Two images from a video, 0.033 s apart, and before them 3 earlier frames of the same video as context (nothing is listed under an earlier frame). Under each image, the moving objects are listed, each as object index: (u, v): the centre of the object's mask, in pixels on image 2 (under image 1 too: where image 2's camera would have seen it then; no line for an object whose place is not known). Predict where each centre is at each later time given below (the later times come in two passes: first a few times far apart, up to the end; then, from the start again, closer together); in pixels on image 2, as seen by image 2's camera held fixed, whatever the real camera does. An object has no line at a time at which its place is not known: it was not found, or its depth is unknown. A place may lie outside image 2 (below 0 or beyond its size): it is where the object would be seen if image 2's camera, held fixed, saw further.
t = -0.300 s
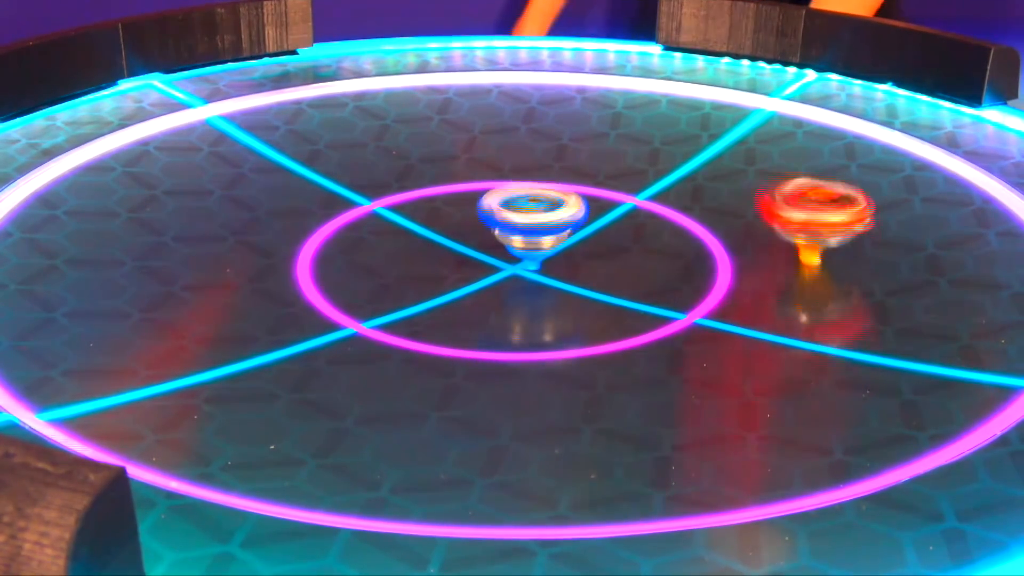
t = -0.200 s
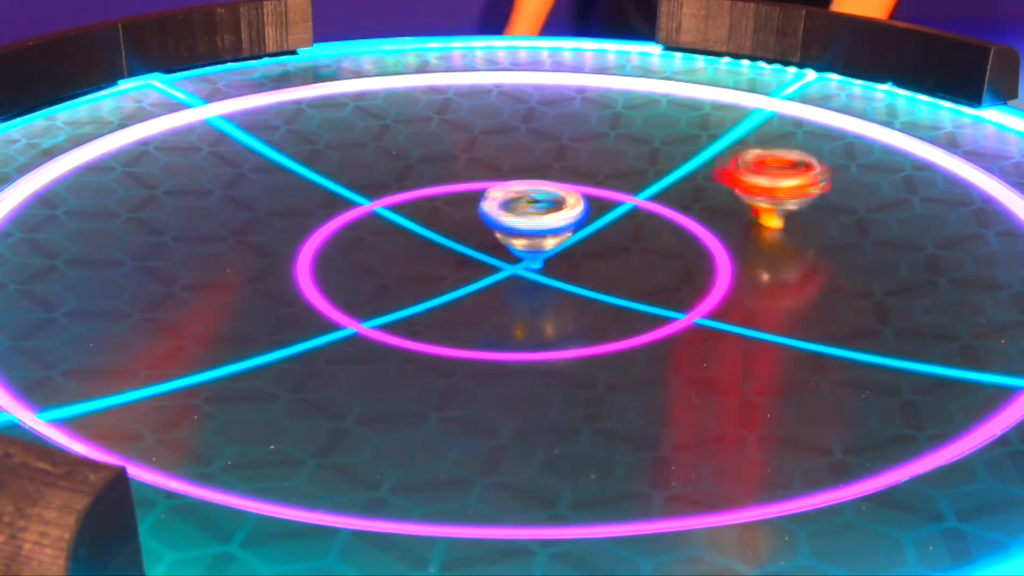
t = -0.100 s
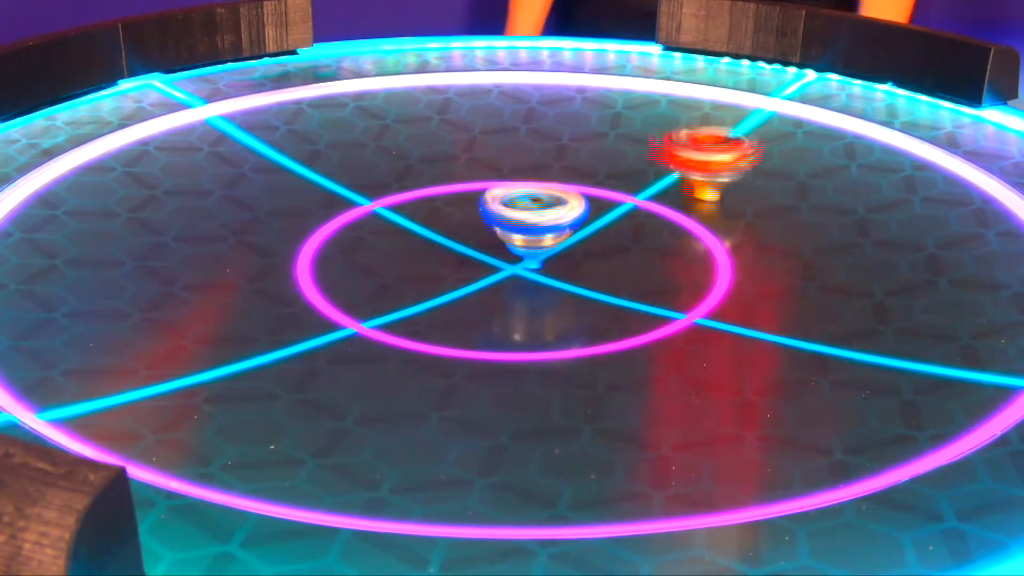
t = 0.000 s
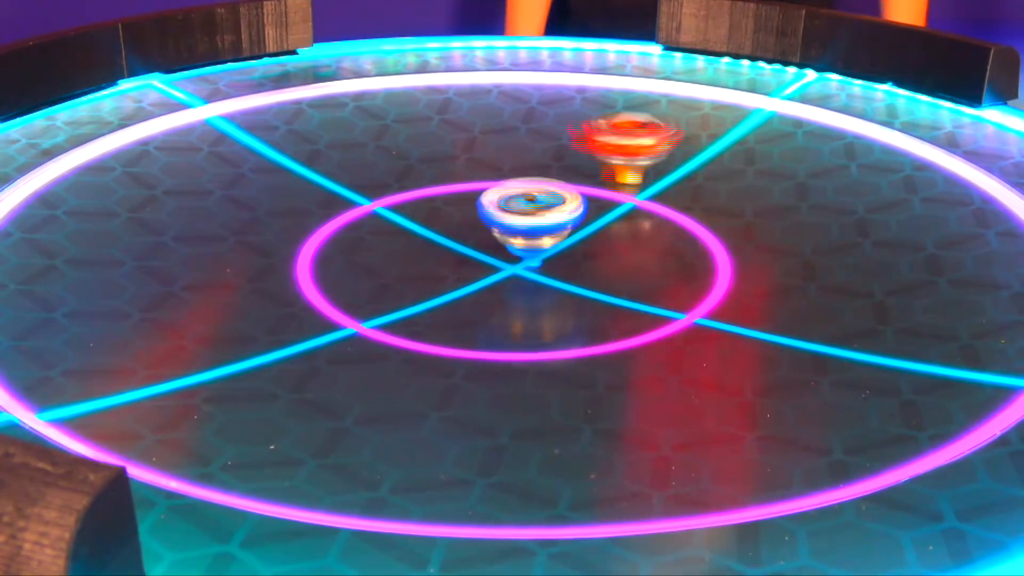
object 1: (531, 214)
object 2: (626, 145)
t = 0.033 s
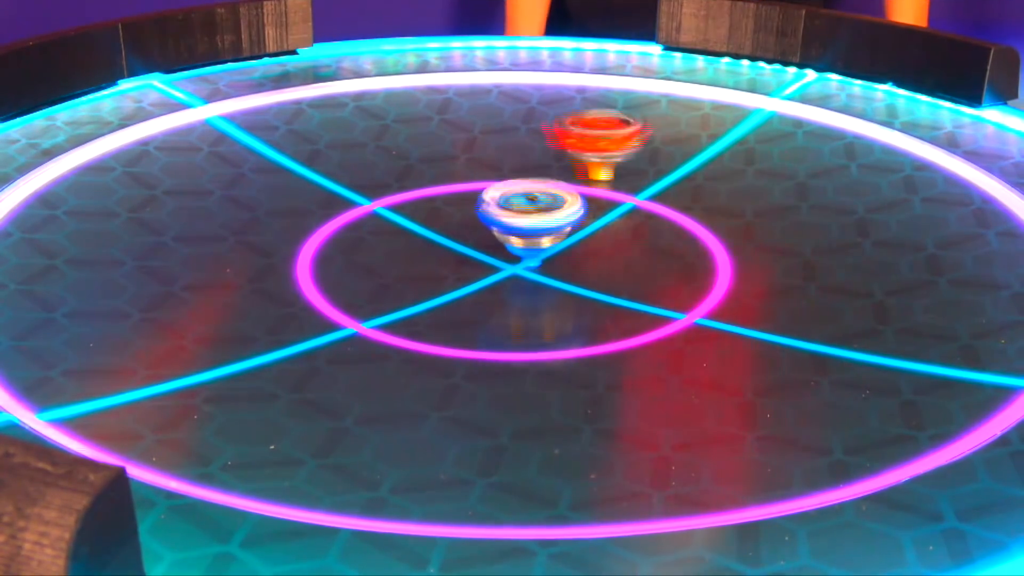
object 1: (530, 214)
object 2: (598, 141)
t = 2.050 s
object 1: (534, 213)
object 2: (401, 243)
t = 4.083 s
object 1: (503, 294)
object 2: (572, 176)
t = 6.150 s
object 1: (529, 201)
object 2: (594, 238)
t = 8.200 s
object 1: (540, 205)
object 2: (595, 246)
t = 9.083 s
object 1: (506, 222)
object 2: (592, 247)
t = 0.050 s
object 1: (531, 215)
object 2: (594, 141)
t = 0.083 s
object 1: (531, 214)
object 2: (567, 139)
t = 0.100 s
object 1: (530, 216)
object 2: (541, 138)
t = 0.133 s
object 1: (530, 215)
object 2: (512, 139)
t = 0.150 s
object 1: (529, 214)
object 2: (510, 139)
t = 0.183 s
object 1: (528, 217)
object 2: (481, 140)
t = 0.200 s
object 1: (528, 213)
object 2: (456, 142)
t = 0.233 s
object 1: (526, 213)
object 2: (428, 144)
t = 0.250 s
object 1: (527, 214)
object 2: (426, 145)
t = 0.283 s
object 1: (525, 214)
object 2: (400, 149)
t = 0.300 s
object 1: (524, 217)
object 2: (377, 153)
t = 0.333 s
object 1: (524, 215)
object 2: (353, 158)
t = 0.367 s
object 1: (523, 214)
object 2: (332, 167)
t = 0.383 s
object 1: (523, 218)
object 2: (329, 168)
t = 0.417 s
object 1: (523, 217)
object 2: (310, 177)
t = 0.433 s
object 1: (522, 214)
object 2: (294, 184)
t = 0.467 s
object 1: (521, 215)
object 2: (281, 193)
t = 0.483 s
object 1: (520, 214)
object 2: (279, 197)
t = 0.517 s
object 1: (520, 215)
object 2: (271, 208)
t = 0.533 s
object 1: (519, 216)
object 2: (266, 216)
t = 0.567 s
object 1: (518, 215)
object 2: (266, 227)
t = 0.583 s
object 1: (517, 217)
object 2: (266, 231)
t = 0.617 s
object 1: (517, 218)
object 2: (272, 244)
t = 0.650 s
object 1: (516, 218)
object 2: (285, 258)
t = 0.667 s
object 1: (516, 218)
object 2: (302, 266)
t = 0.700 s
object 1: (516, 219)
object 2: (325, 277)
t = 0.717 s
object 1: (516, 218)
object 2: (327, 278)
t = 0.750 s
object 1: (516, 218)
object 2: (359, 289)
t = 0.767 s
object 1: (515, 217)
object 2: (387, 294)
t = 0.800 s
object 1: (515, 217)
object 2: (420, 301)
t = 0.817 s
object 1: (515, 219)
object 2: (426, 302)
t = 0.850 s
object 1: (514, 219)
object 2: (465, 306)
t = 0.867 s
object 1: (515, 220)
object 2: (496, 307)
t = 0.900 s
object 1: (515, 220)
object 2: (538, 307)
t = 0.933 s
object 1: (515, 219)
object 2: (576, 301)
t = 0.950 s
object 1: (516, 220)
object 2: (581, 300)
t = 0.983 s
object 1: (516, 220)
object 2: (614, 292)
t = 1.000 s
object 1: (516, 220)
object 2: (638, 288)
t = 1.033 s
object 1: (517, 220)
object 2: (661, 278)
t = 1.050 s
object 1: (517, 220)
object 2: (669, 274)
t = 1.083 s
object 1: (518, 220)
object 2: (691, 265)
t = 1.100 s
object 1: (517, 221)
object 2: (707, 257)
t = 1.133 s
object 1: (518, 220)
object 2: (719, 246)
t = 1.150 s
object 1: (518, 221)
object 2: (722, 241)
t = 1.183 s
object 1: (519, 221)
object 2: (731, 229)
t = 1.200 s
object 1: (520, 221)
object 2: (734, 220)
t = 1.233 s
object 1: (521, 222)
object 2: (734, 209)
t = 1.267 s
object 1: (523, 221)
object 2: (731, 197)
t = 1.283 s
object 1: (523, 221)
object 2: (730, 195)
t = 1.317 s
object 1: (525, 222)
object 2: (720, 184)
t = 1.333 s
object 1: (526, 221)
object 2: (711, 178)
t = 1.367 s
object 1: (527, 222)
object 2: (696, 168)
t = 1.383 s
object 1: (527, 221)
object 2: (694, 167)
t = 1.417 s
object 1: (528, 221)
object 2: (677, 159)
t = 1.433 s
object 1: (528, 221)
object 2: (659, 151)
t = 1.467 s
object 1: (530, 221)
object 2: (638, 147)
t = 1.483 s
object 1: (530, 222)
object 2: (636, 147)
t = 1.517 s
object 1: (532, 222)
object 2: (613, 143)
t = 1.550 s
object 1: (533, 221)
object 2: (589, 139)
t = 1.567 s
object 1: (533, 221)
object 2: (567, 137)
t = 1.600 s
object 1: (536, 221)
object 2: (543, 136)
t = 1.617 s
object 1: (536, 222)
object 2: (540, 137)
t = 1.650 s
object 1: (536, 221)
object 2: (514, 137)
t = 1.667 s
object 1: (537, 221)
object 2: (491, 139)
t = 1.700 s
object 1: (537, 221)
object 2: (468, 142)
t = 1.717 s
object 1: (537, 220)
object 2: (466, 143)
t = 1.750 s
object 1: (538, 220)
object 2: (445, 148)
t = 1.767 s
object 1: (537, 217)
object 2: (428, 153)
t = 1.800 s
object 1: (539, 216)
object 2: (409, 160)
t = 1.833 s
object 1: (539, 219)
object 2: (395, 170)
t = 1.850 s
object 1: (538, 216)
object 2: (394, 172)
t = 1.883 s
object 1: (539, 215)
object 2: (385, 182)
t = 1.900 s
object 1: (538, 215)
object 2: (379, 191)
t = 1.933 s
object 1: (538, 213)
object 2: (378, 202)
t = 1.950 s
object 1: (539, 215)
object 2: (378, 207)
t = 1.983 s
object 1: (538, 213)
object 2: (380, 219)
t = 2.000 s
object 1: (537, 215)
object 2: (387, 228)
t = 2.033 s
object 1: (535, 212)
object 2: (399, 240)
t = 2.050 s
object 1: (534, 213)
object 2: (401, 243)
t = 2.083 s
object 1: (534, 212)
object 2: (416, 254)
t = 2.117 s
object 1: (533, 211)
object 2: (437, 262)
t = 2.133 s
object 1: (533, 212)
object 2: (456, 269)
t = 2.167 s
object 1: (532, 210)
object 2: (484, 276)
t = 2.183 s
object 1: (531, 209)
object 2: (489, 280)
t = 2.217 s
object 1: (530, 210)
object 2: (522, 286)
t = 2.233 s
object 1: (528, 209)
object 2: (550, 287)
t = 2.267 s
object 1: (526, 212)
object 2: (583, 287)
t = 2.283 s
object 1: (526, 211)
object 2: (588, 289)
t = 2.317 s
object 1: (524, 211)
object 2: (618, 286)
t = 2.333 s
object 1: (523, 212)
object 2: (642, 283)
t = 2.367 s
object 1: (521, 211)
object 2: (672, 279)
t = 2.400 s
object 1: (518, 213)
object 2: (698, 271)
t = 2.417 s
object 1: (518, 212)
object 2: (702, 269)
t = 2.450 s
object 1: (516, 212)
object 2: (720, 260)
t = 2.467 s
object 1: (515, 214)
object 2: (732, 256)
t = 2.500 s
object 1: (514, 213)
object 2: (739, 243)
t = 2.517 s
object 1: (514, 215)
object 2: (741, 240)
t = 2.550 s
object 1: (511, 214)
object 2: (741, 234)
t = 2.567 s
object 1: (511, 215)
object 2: (741, 227)
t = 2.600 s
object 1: (509, 216)
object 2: (736, 219)
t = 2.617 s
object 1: (508, 215)
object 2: (735, 215)
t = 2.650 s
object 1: (507, 217)
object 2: (730, 210)
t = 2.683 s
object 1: (506, 216)
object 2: (720, 205)
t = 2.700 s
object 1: (506, 217)
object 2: (713, 202)
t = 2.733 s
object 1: (505, 219)
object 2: (697, 197)
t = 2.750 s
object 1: (506, 219)
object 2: (694, 195)
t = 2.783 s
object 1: (505, 220)
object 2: (678, 193)
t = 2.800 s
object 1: (505, 219)
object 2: (662, 189)
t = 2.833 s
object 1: (506, 220)
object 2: (642, 188)
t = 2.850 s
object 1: (505, 220)
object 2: (638, 188)
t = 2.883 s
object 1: (506, 221)
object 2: (615, 187)
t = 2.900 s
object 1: (505, 221)
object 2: (598, 187)
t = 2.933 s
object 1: (506, 221)
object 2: (580, 187)
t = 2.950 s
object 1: (506, 222)
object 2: (575, 188)
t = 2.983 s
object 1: (502, 224)
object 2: (558, 184)
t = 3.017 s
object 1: (491, 231)
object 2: (547, 186)
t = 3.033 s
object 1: (484, 232)
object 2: (540, 186)
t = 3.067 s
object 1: (477, 237)
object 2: (535, 186)
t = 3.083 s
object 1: (473, 239)
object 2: (534, 187)
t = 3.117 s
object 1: (466, 243)
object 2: (528, 188)
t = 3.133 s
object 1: (461, 245)
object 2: (526, 189)
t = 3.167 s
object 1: (455, 251)
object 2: (523, 191)
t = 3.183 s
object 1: (453, 252)
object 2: (521, 190)
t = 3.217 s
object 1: (451, 257)
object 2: (519, 193)
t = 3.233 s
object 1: (451, 258)
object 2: (516, 193)
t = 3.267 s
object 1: (452, 262)
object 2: (513, 195)
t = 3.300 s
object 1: (454, 265)
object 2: (510, 197)
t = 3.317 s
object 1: (455, 265)
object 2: (508, 197)
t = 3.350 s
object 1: (458, 269)
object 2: (506, 199)
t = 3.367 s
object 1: (461, 267)
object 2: (504, 200)
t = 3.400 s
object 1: (467, 268)
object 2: (500, 200)
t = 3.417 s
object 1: (469, 268)
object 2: (500, 200)
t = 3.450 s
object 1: (476, 269)
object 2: (498, 204)
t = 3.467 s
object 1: (481, 267)
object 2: (497, 204)
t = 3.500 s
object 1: (489, 267)
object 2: (496, 205)
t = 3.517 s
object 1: (492, 266)
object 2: (496, 206)
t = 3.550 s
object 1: (501, 265)
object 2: (493, 207)
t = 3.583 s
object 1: (507, 262)
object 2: (491, 209)
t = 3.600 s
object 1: (514, 261)
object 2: (488, 210)
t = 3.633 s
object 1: (516, 257)
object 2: (486, 209)
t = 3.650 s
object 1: (516, 262)
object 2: (491, 212)
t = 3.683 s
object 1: (516, 269)
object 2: (505, 208)
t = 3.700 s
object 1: (517, 271)
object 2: (509, 207)
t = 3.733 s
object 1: (515, 274)
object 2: (524, 202)
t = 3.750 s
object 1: (514, 276)
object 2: (526, 201)
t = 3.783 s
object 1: (511, 280)
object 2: (529, 198)
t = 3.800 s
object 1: (509, 282)
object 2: (537, 193)
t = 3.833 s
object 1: (506, 285)
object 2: (543, 191)
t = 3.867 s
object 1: (505, 289)
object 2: (550, 188)
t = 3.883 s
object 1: (504, 289)
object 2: (551, 186)
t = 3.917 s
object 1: (503, 293)
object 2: (558, 183)
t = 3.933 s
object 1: (501, 292)
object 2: (562, 181)
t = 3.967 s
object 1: (501, 295)
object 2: (566, 180)
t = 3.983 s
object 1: (501, 295)
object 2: (567, 179)
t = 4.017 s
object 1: (501, 294)
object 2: (567, 176)
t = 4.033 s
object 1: (502, 296)
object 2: (572, 176)
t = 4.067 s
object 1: (502, 293)
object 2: (573, 176)
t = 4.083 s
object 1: (503, 294)
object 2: (572, 176)
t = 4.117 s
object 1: (505, 291)
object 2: (573, 174)
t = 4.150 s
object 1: (505, 290)
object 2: (574, 176)
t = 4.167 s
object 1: (507, 288)
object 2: (575, 177)
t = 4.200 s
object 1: (508, 283)
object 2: (573, 178)
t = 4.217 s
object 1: (509, 282)
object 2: (572, 178)
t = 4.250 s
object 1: (510, 276)
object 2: (573, 180)
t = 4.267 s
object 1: (509, 273)
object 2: (573, 182)
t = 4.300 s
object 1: (508, 268)
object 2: (570, 185)
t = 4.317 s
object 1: (508, 266)
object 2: (569, 186)
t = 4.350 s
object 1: (507, 260)
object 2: (568, 188)
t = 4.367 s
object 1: (507, 256)
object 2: (567, 191)
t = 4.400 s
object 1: (507, 251)
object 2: (564, 196)
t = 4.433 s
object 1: (510, 245)
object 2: (563, 197)
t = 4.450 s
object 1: (511, 243)
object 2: (566, 196)
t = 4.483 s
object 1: (514, 238)
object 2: (572, 199)
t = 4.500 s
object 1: (510, 236)
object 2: (582, 204)
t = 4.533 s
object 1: (495, 239)
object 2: (591, 209)
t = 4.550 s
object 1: (491, 237)
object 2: (591, 211)
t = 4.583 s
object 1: (483, 233)
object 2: (601, 217)
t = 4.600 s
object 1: (475, 234)
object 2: (614, 216)
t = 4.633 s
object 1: (469, 231)
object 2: (627, 219)
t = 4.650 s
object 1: (466, 230)
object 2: (628, 219)
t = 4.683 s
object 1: (459, 229)
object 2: (638, 216)
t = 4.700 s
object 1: (456, 227)
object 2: (643, 217)
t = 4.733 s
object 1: (451, 223)
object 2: (647, 220)
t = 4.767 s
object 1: (447, 222)
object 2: (650, 223)
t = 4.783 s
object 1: (445, 221)
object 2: (651, 222)
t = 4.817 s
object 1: (442, 217)
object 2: (655, 222)
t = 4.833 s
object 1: (440, 215)
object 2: (655, 224)
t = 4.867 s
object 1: (437, 212)
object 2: (653, 227)
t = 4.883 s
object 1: (436, 211)
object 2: (652, 227)
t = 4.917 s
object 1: (435, 211)
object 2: (646, 230)
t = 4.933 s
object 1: (435, 209)
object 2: (640, 230)
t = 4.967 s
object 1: (434, 206)
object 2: (632, 231)
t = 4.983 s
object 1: (435, 206)
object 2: (630, 232)
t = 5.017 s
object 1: (437, 205)
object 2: (623, 232)
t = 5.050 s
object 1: (439, 203)
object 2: (616, 233)
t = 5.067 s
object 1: (443, 204)
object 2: (614, 234)
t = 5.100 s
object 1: (446, 201)
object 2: (610, 236)
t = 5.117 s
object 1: (448, 200)
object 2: (609, 235)
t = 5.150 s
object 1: (451, 202)
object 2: (604, 235)
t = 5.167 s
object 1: (457, 201)
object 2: (601, 235)
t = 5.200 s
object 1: (463, 199)
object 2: (598, 236)
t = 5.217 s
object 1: (465, 199)
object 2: (597, 236)
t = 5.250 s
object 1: (472, 202)
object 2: (594, 237)
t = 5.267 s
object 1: (479, 201)
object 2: (593, 237)
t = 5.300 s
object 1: (486, 200)
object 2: (591, 237)
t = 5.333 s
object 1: (494, 200)
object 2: (590, 238)
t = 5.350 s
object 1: (497, 201)
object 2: (590, 238)
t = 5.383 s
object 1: (508, 203)
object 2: (590, 238)
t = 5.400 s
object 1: (515, 202)
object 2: (590, 238)
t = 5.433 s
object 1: (524, 200)
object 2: (590, 238)
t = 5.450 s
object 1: (527, 199)
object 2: (590, 238)
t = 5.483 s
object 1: (535, 199)
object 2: (590, 238)
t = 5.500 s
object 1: (541, 198)
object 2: (591, 238)
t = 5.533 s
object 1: (549, 195)
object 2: (593, 238)
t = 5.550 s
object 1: (552, 194)
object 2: (594, 238)
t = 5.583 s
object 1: (557, 192)
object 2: (595, 238)
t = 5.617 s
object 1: (561, 189)
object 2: (596, 238)
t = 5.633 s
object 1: (563, 188)
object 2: (596, 238)
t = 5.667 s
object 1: (565, 186)
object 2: (596, 238)
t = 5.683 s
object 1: (566, 185)
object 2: (596, 238)
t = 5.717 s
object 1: (566, 186)
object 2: (595, 238)
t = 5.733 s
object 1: (566, 185)
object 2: (595, 238)
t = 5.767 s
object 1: (565, 184)
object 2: (595, 238)
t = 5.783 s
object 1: (565, 184)
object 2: (595, 238)
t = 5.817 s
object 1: (565, 184)
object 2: (594, 238)
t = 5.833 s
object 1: (562, 183)
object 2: (594, 238)
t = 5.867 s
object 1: (560, 185)
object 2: (594, 238)
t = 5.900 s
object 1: (557, 184)
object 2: (594, 238)
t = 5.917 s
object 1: (556, 185)
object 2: (594, 238)
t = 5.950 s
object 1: (553, 187)
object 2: (594, 238)
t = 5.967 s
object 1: (551, 188)
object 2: (594, 238)
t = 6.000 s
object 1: (546, 188)
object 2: (594, 238)
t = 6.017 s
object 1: (546, 189)
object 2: (594, 238)
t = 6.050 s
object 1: (542, 192)
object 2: (594, 238)
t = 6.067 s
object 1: (540, 193)
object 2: (594, 238)
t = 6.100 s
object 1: (533, 196)
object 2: (594, 238)
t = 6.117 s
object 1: (532, 198)
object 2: (594, 238)
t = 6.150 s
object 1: (529, 201)
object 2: (594, 238)
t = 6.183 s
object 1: (525, 204)
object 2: (594, 238)
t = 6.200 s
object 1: (521, 205)
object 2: (594, 238)
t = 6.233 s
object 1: (516, 209)
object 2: (594, 238)
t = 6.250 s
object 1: (515, 211)
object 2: (594, 238)
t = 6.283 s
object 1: (511, 214)
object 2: (594, 238)
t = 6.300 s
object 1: (508, 215)
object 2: (594, 238)
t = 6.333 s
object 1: (503, 215)
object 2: (594, 239)
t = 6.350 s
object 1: (501, 218)
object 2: (594, 238)
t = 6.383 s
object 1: (498, 222)
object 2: (594, 238)
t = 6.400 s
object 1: (496, 222)
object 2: (594, 238)
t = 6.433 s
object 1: (493, 225)
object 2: (594, 238)
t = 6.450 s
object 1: (492, 225)
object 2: (594, 238)
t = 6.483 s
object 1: (488, 227)
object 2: (594, 238)
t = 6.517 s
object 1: (486, 231)
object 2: (594, 238)
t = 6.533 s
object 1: (485, 232)
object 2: (594, 238)
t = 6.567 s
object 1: (483, 233)
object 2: (594, 238)
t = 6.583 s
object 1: (481, 232)
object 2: (594, 238)
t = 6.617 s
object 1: (477, 234)
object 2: (594, 238)
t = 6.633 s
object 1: (477, 237)
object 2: (594, 238)
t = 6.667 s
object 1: (476, 238)
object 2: (594, 238)
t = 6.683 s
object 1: (475, 237)
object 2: (594, 238)
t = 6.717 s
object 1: (473, 235)
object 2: (594, 238)
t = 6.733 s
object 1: (472, 236)
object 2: (594, 238)
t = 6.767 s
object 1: (471, 239)
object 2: (594, 238)
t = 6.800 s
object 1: (472, 238)
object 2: (594, 238)
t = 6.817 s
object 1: (471, 236)
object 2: (594, 238)
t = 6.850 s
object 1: (471, 237)
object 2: (594, 238)
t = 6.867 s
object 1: (473, 237)
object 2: (594, 238)
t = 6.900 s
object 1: (473, 235)
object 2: (594, 238)
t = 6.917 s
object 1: (473, 235)
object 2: (594, 238)
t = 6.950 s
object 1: (475, 235)
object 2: (594, 238)
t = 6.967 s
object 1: (477, 233)
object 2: (594, 238)
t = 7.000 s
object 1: (479, 231)
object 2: (594, 238)
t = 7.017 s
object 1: (480, 231)
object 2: (594, 238)
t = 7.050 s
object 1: (483, 231)
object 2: (594, 238)
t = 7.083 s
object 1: (487, 228)
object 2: (594, 238)
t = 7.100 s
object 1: (488, 227)
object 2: (594, 238)
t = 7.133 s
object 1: (492, 227)
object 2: (594, 238)
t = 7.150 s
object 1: (492, 226)
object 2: (595, 239)
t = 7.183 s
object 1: (492, 223)
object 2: (595, 239)
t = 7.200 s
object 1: (490, 221)
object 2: (595, 239)
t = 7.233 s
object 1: (490, 219)
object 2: (595, 239)
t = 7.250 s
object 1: (490, 218)
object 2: (595, 239)
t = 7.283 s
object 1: (490, 214)
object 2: (595, 239)
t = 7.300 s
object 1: (490, 212)
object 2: (595, 239)
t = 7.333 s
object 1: (488, 211)
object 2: (595, 239)
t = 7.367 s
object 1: (490, 210)
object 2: (595, 239)
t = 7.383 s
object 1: (490, 208)
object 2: (595, 239)
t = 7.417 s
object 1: (493, 206)
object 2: (595, 239)
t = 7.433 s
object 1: (495, 205)
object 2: (595, 239)
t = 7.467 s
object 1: (495, 203)
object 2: (595, 239)
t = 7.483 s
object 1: (496, 203)
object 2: (595, 239)
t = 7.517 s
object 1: (498, 204)
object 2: (595, 239)
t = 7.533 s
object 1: (504, 205)
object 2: (595, 239)
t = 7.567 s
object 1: (510, 203)
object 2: (595, 239)
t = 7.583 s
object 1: (511, 202)
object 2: (595, 239)
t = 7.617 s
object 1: (513, 202)
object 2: (595, 239)
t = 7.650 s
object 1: (516, 203)
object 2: (595, 239)
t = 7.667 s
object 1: (519, 205)
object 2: (595, 239)
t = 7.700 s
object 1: (525, 206)
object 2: (595, 239)
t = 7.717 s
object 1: (527, 205)
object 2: (595, 239)
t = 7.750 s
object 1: (530, 205)
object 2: (594, 240)
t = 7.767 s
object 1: (532, 205)
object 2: (593, 241)
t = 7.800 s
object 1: (536, 205)
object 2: (594, 241)
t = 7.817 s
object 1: (537, 204)
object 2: (596, 242)
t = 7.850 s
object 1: (538, 205)
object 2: (600, 243)
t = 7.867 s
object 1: (539, 205)
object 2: (603, 243)
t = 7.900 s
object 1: (540, 204)
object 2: (605, 243)
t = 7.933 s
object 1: (539, 204)
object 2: (606, 242)
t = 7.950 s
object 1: (540, 205)
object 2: (607, 242)
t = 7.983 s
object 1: (541, 204)
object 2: (607, 242)
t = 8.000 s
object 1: (541, 204)
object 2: (607, 242)
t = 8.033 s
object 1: (540, 205)
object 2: (606, 242)
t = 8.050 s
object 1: (540, 205)
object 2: (606, 242)
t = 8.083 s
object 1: (541, 205)
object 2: (604, 243)
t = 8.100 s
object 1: (541, 204)
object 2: (602, 244)
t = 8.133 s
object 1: (540, 204)
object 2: (600, 244)
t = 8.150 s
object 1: (540, 205)
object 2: (599, 244)
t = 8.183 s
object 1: (541, 205)
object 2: (597, 245)
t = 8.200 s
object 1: (540, 205)
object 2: (595, 246)
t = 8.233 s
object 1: (539, 206)
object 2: (593, 246)
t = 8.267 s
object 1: (538, 208)
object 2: (591, 247)
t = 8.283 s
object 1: (538, 208)
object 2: (591, 247)
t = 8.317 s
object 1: (537, 208)
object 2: (591, 247)
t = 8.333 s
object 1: (535, 210)
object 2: (591, 247)
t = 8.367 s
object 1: (534, 211)
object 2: (592, 247)
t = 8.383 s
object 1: (534, 211)
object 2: (592, 247)
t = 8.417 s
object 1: (533, 213)
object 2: (593, 246)
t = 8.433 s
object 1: (531, 216)
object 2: (594, 246)
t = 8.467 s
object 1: (529, 216)
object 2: (593, 247)
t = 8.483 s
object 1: (529, 217)
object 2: (593, 248)
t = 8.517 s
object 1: (526, 217)
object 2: (591, 248)
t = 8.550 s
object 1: (524, 218)
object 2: (591, 249)
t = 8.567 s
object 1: (522, 217)
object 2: (591, 248)
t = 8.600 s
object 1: (519, 218)
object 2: (591, 248)
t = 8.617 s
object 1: (518, 218)
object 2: (591, 248)
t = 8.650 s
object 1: (516, 218)
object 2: (591, 247)
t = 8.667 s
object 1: (515, 218)
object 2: (592, 247)
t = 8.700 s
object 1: (512, 219)
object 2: (592, 247)
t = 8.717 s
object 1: (512, 220)
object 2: (592, 247)
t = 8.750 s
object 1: (510, 219)
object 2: (592, 247)
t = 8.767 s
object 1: (510, 219)
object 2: (592, 247)
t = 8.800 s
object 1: (507, 220)
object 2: (592, 247)
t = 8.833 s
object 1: (506, 220)
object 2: (592, 247)
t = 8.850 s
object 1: (506, 220)
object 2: (592, 247)
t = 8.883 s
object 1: (506, 220)
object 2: (592, 247)
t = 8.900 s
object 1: (504, 220)
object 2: (591, 247)
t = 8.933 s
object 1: (504, 222)
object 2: (592, 247)
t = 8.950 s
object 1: (505, 222)
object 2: (592, 247)
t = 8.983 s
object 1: (504, 221)
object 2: (591, 247)
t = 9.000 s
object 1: (504, 222)
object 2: (592, 247)
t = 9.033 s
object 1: (505, 222)
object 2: (592, 247)
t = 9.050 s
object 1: (506, 223)
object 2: (592, 247)
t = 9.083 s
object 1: (506, 222)
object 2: (592, 247)
